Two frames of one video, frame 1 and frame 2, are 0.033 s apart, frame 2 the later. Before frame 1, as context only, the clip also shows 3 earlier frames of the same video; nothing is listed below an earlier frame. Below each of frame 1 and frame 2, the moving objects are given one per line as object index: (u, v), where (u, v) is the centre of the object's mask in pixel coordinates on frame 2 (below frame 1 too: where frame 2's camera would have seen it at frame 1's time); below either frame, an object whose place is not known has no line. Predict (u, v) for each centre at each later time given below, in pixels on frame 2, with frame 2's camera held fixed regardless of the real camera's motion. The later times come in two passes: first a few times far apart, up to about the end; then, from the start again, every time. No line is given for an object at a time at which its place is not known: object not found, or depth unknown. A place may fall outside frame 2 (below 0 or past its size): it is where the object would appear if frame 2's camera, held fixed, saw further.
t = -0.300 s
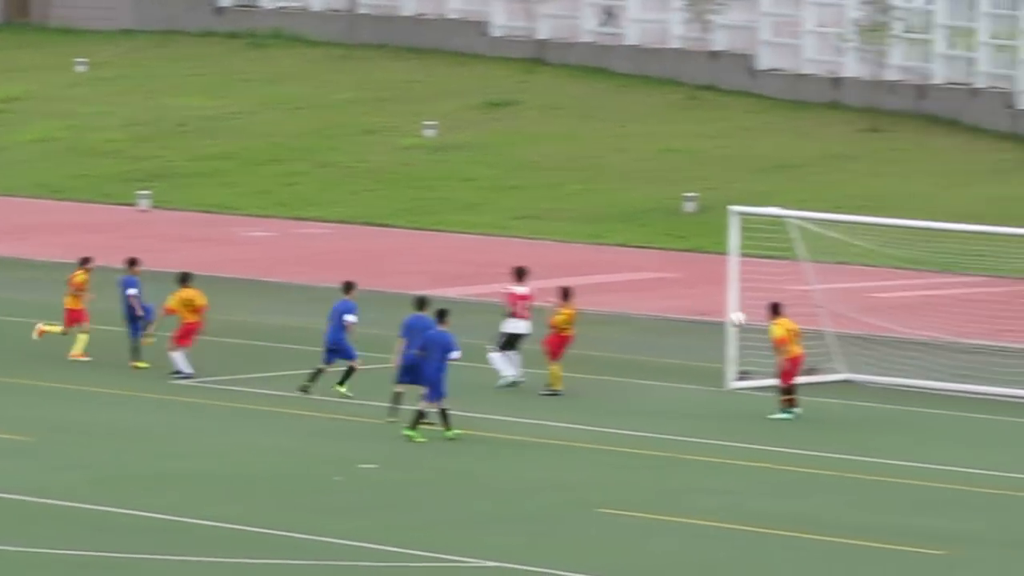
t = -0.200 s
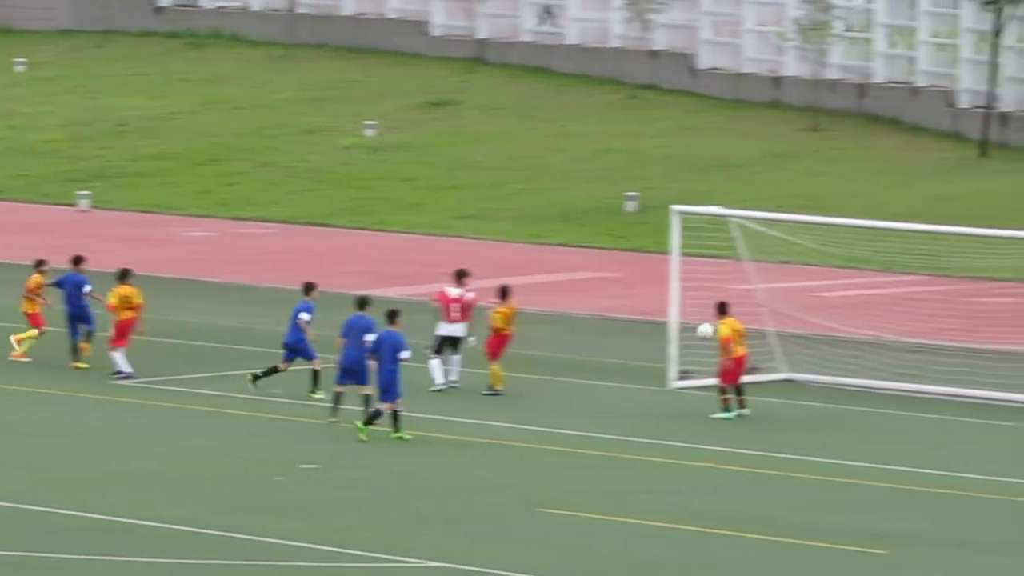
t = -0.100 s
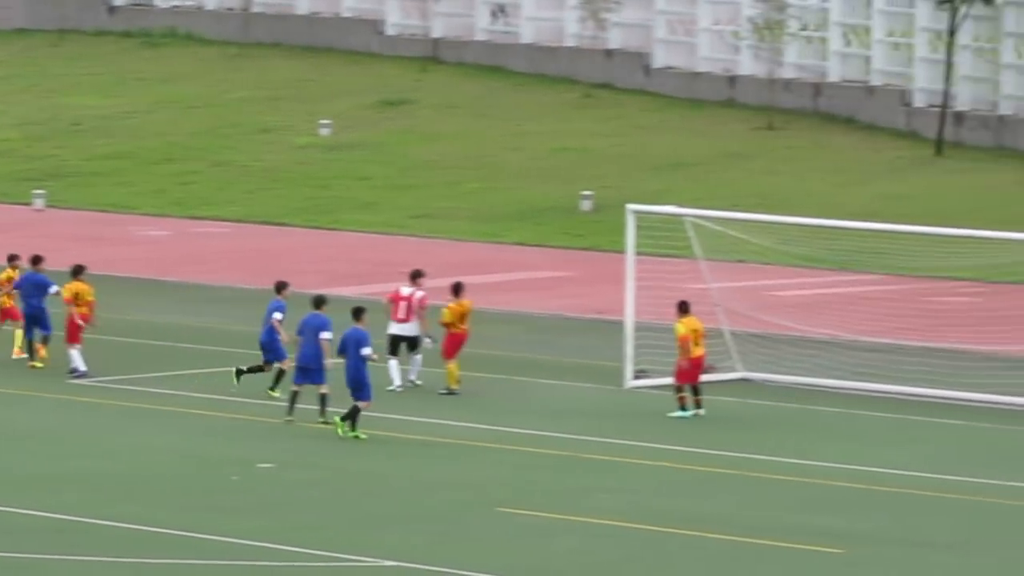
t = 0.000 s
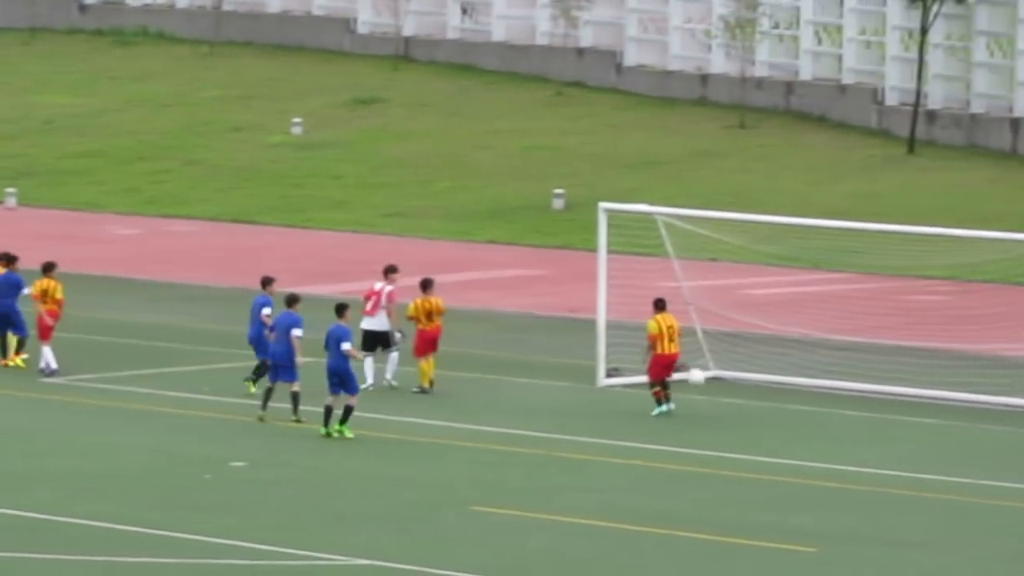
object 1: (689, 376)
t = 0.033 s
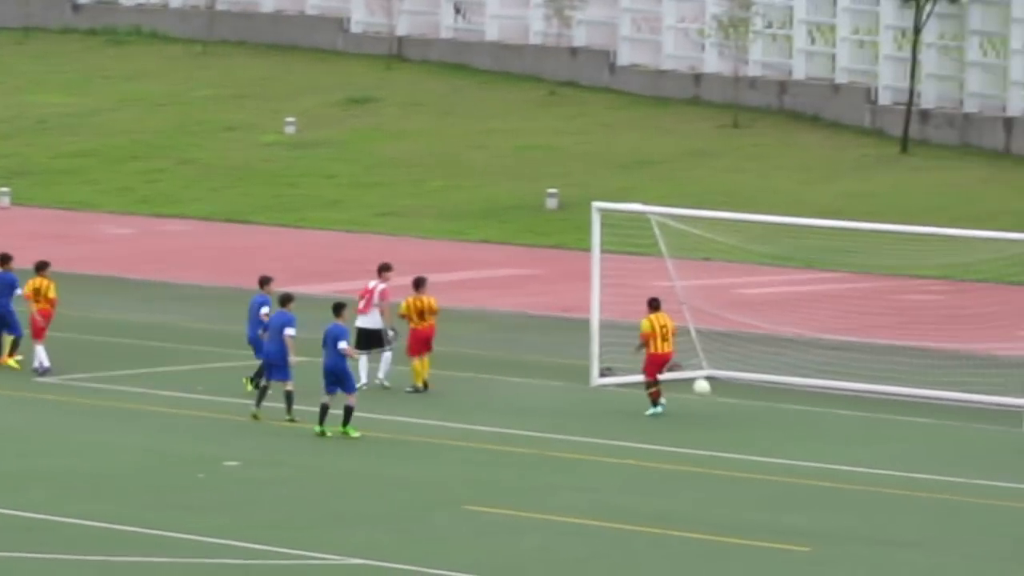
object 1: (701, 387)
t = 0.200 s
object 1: (758, 403)
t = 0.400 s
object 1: (816, 383)
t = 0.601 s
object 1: (876, 396)
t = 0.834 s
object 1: (946, 452)
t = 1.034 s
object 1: (1002, 437)
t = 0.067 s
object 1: (714, 398)
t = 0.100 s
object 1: (727, 411)
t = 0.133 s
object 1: (739, 417)
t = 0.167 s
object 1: (748, 409)
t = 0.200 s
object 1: (758, 403)
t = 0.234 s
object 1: (767, 398)
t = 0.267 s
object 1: (777, 393)
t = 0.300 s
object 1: (787, 389)
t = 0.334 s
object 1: (797, 387)
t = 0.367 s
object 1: (806, 385)
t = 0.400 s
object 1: (816, 383)
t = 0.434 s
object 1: (826, 383)
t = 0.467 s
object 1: (836, 384)
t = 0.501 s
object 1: (846, 385)
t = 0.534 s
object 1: (856, 388)
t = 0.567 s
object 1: (866, 392)
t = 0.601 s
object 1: (876, 396)
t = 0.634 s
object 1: (886, 401)
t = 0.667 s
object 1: (896, 408)
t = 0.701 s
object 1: (906, 414)
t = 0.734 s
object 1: (916, 423)
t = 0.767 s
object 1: (926, 431)
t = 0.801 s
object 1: (936, 441)
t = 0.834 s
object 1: (946, 452)
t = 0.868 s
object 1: (956, 459)
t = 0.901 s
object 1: (965, 452)
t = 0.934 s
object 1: (975, 447)
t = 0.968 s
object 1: (984, 443)
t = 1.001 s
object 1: (993, 440)
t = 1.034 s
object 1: (1002, 437)
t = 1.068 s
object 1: (1011, 436)
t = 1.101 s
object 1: (1021, 435)
